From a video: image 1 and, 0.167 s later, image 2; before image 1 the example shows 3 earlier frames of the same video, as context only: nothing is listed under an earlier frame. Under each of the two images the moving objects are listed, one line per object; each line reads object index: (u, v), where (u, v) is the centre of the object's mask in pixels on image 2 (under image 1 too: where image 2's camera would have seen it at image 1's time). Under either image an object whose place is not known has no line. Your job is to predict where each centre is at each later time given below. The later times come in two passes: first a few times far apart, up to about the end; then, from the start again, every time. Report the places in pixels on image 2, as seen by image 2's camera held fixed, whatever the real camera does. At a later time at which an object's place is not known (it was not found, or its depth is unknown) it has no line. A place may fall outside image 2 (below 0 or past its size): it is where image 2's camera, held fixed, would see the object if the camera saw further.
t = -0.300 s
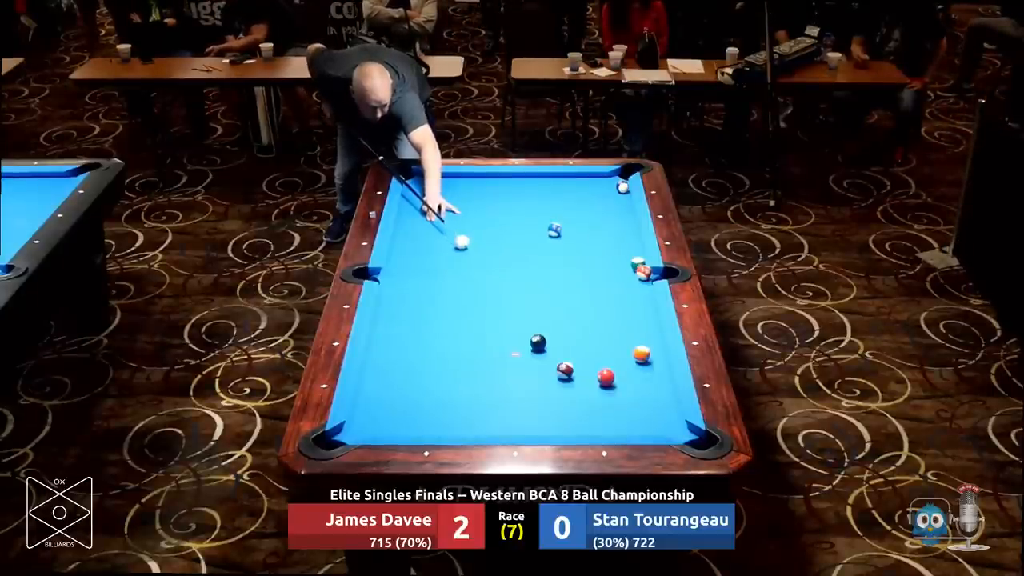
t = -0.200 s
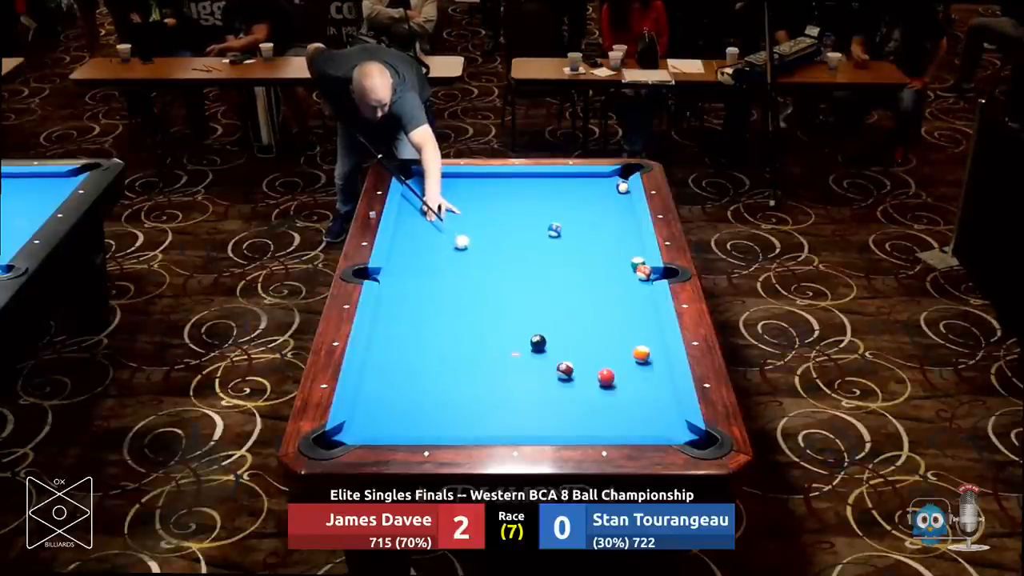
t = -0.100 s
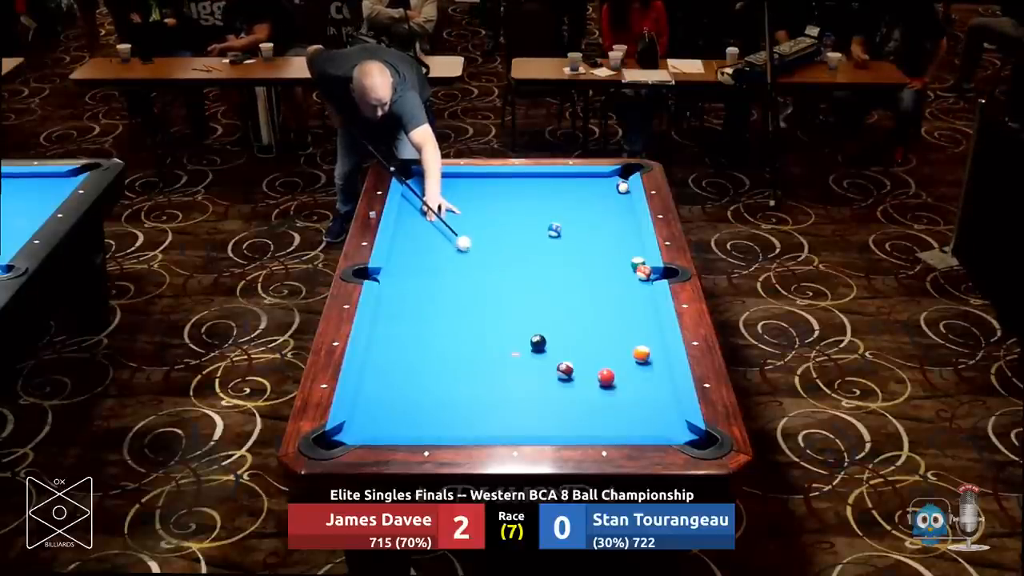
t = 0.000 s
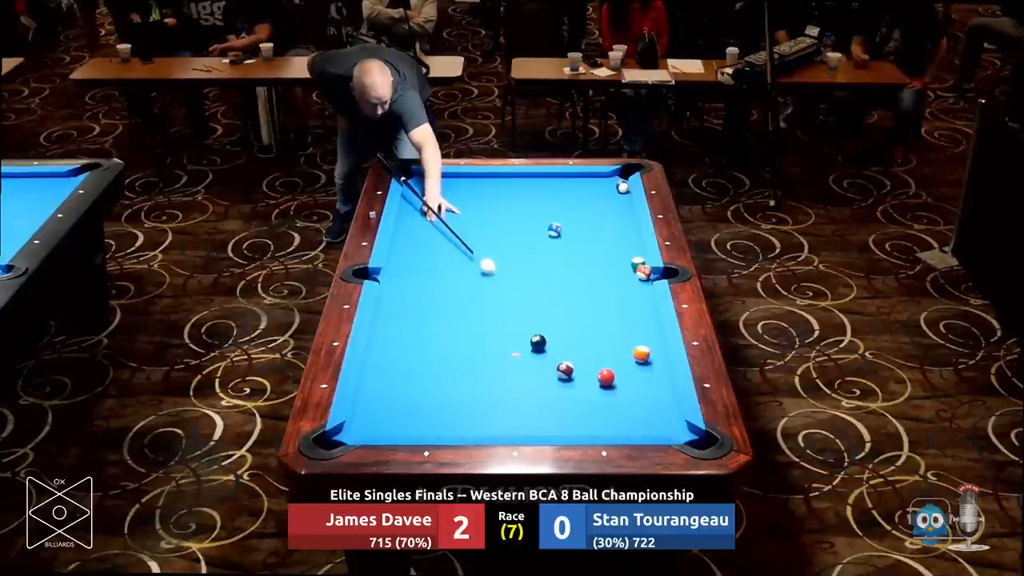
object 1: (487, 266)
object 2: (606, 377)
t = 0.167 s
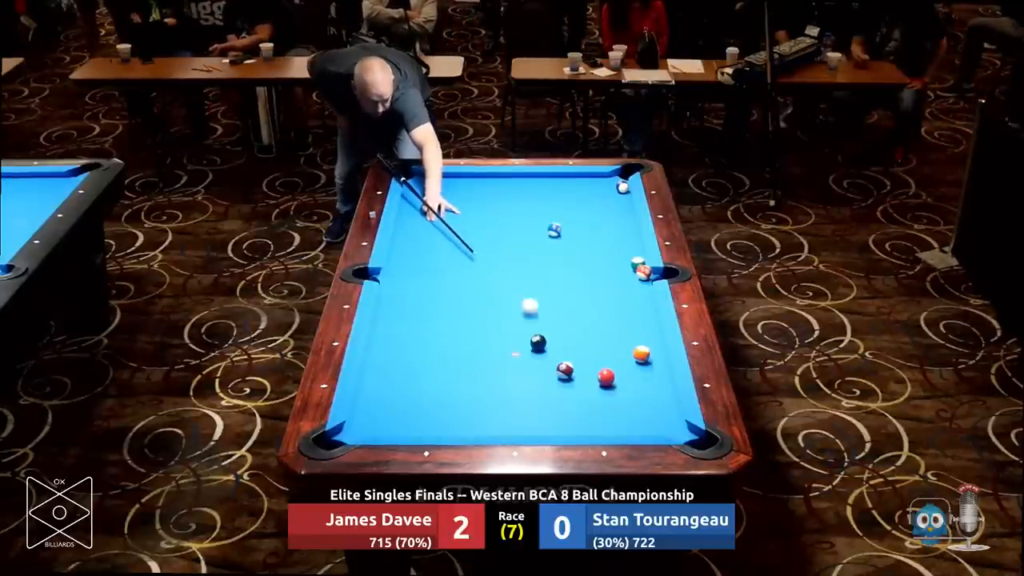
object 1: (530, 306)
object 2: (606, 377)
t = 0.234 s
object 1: (548, 324)
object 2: (606, 377)
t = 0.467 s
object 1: (593, 372)
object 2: (637, 401)
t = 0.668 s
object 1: (599, 388)
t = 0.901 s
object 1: (611, 412)
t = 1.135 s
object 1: (621, 427)
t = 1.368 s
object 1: (620, 416)
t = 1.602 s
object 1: (619, 402)
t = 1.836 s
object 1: (618, 390)
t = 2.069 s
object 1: (618, 379)
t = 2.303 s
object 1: (617, 369)
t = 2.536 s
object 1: (617, 361)
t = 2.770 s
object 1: (617, 354)
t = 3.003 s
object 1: (617, 346)
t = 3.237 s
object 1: (616, 339)
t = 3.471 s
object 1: (617, 334)
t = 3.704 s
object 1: (617, 329)
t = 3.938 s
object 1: (617, 325)
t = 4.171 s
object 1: (618, 321)
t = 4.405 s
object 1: (619, 319)
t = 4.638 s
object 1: (618, 316)
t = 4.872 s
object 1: (618, 315)
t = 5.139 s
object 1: (617, 313)
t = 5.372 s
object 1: (616, 313)
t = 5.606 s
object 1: (616, 313)
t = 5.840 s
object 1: (616, 313)
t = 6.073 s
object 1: (616, 313)
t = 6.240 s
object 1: (616, 313)
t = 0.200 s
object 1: (539, 315)
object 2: (606, 377)
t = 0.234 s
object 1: (548, 324)
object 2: (606, 377)
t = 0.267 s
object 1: (559, 333)
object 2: (606, 377)
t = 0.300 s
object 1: (568, 343)
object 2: (606, 377)
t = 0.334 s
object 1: (579, 354)
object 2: (606, 377)
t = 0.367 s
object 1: (590, 364)
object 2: (606, 377)
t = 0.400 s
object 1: (595, 369)
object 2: (612, 382)
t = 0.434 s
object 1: (594, 371)
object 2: (625, 391)
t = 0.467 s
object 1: (593, 372)
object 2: (637, 401)
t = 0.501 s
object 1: (593, 374)
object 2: (649, 410)
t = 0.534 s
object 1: (593, 376)
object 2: (661, 419)
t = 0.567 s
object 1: (594, 379)
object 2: (673, 427)
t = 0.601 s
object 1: (596, 382)
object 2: (684, 435)
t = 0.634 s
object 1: (597, 385)
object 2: (693, 443)
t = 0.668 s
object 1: (599, 388)
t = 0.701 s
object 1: (600, 391)
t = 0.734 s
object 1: (602, 395)
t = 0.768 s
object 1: (604, 398)
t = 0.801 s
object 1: (606, 402)
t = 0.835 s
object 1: (607, 405)
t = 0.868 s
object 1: (609, 408)
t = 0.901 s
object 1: (611, 412)
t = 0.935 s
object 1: (612, 415)
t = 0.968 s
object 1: (614, 419)
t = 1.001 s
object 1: (616, 422)
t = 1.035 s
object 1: (618, 425)
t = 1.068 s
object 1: (619, 427)
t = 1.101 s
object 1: (621, 429)
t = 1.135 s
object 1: (621, 427)
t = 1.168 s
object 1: (621, 426)
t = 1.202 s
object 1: (621, 425)
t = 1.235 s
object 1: (621, 424)
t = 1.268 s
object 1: (620, 421)
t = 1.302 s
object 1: (620, 419)
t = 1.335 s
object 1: (620, 417)
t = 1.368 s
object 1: (620, 416)
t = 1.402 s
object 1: (620, 413)
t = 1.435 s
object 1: (620, 412)
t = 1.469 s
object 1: (620, 409)
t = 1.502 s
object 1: (620, 408)
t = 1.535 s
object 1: (620, 406)
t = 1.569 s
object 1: (619, 404)
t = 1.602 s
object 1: (619, 402)
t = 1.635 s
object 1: (619, 400)
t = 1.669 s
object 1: (619, 399)
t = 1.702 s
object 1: (619, 397)
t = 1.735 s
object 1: (619, 395)
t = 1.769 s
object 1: (619, 394)
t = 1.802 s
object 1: (619, 392)
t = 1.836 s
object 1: (618, 390)
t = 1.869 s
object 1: (618, 389)
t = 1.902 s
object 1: (618, 387)
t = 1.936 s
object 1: (618, 385)
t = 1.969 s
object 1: (618, 384)
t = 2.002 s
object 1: (618, 382)
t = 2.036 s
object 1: (618, 381)
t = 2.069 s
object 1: (618, 379)
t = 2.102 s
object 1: (618, 378)
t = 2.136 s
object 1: (618, 376)
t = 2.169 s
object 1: (618, 375)
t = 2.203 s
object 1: (618, 374)
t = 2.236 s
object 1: (618, 373)
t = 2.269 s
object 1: (618, 371)
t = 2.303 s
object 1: (617, 369)
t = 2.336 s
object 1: (617, 368)
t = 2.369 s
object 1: (617, 367)
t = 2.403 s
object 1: (617, 366)
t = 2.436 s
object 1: (617, 365)
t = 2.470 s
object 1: (617, 363)
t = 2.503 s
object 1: (617, 362)
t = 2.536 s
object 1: (617, 361)
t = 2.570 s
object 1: (617, 360)
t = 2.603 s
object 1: (617, 358)
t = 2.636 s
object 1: (617, 358)
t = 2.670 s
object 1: (617, 357)
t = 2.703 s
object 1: (617, 355)
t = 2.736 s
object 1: (617, 354)
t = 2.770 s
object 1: (617, 354)
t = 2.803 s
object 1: (617, 352)
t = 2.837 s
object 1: (617, 351)
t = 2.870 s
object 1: (617, 350)
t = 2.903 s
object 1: (617, 349)
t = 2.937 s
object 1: (617, 348)
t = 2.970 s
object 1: (617, 347)
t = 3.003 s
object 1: (617, 346)
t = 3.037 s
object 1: (617, 345)
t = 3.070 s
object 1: (617, 344)
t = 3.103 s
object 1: (617, 343)
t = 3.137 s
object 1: (617, 342)
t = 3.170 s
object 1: (617, 342)
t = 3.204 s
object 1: (616, 340)
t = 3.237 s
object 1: (616, 339)
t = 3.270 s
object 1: (617, 338)
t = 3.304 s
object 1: (617, 338)
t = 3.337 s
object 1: (617, 337)
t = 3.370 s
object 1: (617, 337)
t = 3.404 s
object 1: (616, 335)
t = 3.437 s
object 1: (617, 335)
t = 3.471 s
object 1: (617, 334)
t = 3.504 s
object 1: (617, 333)
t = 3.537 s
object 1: (617, 333)
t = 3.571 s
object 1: (617, 332)
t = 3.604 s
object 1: (617, 332)
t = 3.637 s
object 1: (617, 330)
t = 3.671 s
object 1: (617, 330)
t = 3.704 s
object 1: (617, 329)
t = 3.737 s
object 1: (617, 328)
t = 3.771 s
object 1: (617, 328)
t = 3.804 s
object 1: (617, 327)
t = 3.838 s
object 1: (617, 326)
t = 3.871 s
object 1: (617, 326)
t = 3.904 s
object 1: (617, 325)
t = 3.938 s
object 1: (617, 325)
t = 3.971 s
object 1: (617, 324)
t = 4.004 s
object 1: (618, 324)
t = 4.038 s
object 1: (618, 323)
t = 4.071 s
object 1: (618, 323)
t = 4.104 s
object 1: (618, 322)
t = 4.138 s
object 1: (618, 322)
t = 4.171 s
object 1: (618, 321)
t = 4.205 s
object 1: (618, 321)
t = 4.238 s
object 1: (618, 320)
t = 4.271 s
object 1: (618, 320)
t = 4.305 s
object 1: (618, 320)
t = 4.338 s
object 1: (619, 319)
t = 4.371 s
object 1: (619, 319)
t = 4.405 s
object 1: (619, 319)
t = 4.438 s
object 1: (618, 318)
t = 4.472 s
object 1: (618, 318)
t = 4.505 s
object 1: (618, 317)
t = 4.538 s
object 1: (618, 317)
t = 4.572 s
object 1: (618, 317)
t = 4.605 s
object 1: (618, 316)
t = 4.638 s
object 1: (618, 316)
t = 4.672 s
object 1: (618, 316)
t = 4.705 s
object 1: (618, 316)
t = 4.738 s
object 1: (618, 316)
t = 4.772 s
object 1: (618, 315)
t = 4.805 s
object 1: (618, 315)
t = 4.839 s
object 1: (618, 315)
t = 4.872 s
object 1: (618, 315)
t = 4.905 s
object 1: (617, 315)
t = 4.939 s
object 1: (617, 315)
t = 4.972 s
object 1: (617, 314)
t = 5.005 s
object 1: (617, 314)
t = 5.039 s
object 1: (617, 314)
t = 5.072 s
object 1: (617, 314)
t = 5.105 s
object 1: (617, 314)
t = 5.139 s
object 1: (617, 313)
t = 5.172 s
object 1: (617, 313)
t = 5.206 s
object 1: (617, 313)
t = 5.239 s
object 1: (617, 313)
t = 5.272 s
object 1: (617, 313)
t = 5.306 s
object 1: (617, 313)
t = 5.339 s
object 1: (617, 313)
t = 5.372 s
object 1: (616, 313)
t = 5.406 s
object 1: (616, 313)
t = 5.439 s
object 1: (616, 313)
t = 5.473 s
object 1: (616, 313)
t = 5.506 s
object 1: (616, 313)
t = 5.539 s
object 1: (616, 313)
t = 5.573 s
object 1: (616, 313)
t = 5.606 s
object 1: (616, 313)
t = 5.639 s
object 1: (616, 313)
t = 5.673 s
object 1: (616, 313)
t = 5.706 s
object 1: (616, 313)
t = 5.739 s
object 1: (616, 313)
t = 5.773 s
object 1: (616, 313)
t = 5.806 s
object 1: (616, 313)
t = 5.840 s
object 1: (616, 313)
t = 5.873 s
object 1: (616, 313)
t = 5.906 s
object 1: (616, 313)
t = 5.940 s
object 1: (616, 313)
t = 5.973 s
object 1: (616, 313)
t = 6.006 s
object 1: (616, 313)
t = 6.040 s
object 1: (616, 313)
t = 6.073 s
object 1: (616, 313)
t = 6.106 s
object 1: (616, 313)
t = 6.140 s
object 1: (616, 313)
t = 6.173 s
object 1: (616, 313)
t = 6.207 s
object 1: (616, 313)
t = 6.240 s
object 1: (616, 313)
